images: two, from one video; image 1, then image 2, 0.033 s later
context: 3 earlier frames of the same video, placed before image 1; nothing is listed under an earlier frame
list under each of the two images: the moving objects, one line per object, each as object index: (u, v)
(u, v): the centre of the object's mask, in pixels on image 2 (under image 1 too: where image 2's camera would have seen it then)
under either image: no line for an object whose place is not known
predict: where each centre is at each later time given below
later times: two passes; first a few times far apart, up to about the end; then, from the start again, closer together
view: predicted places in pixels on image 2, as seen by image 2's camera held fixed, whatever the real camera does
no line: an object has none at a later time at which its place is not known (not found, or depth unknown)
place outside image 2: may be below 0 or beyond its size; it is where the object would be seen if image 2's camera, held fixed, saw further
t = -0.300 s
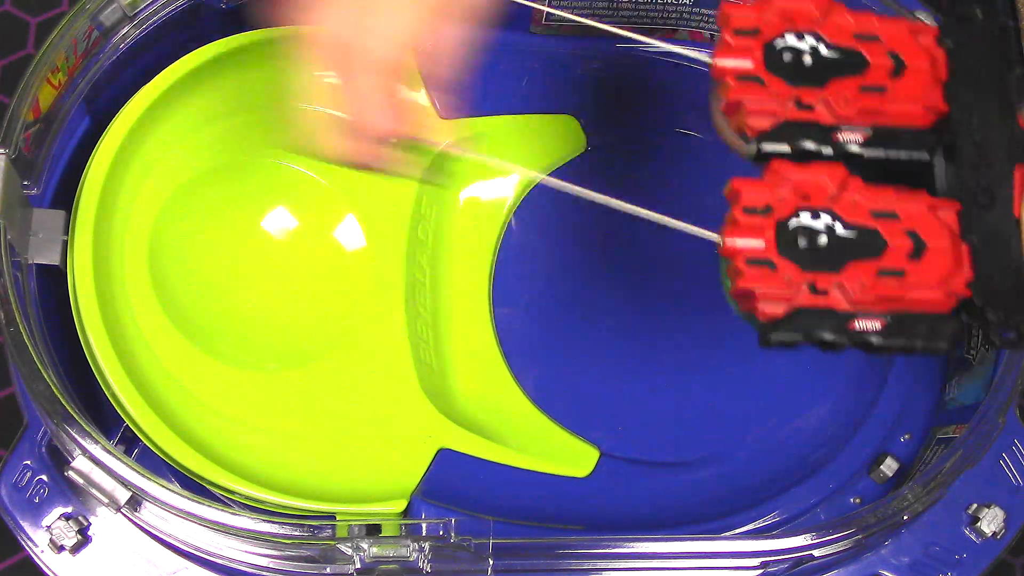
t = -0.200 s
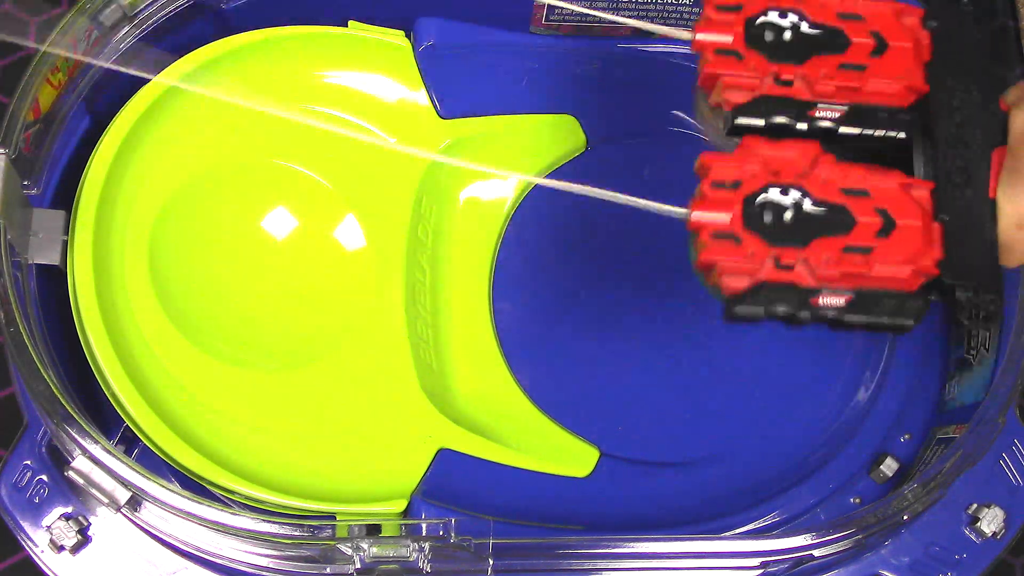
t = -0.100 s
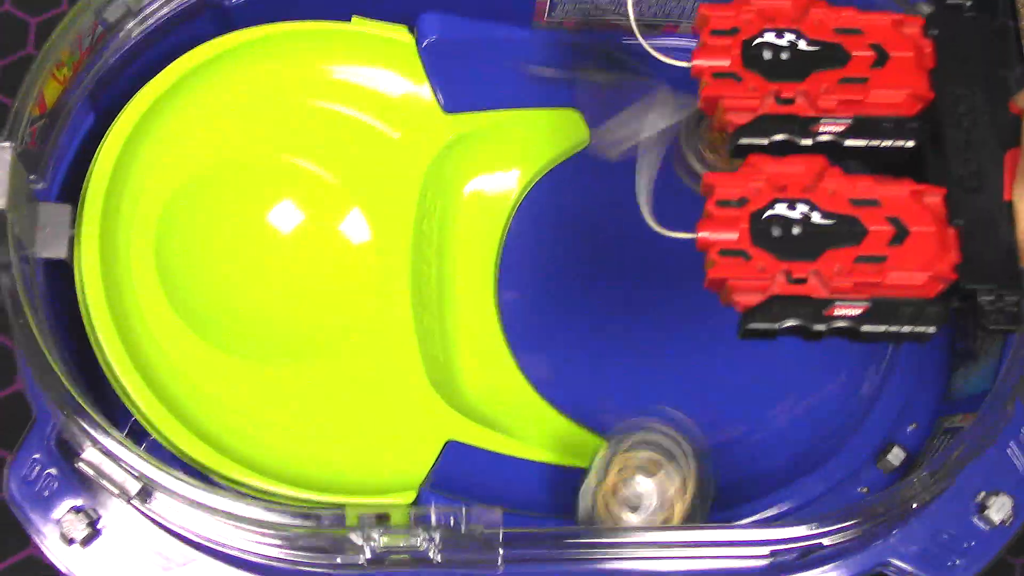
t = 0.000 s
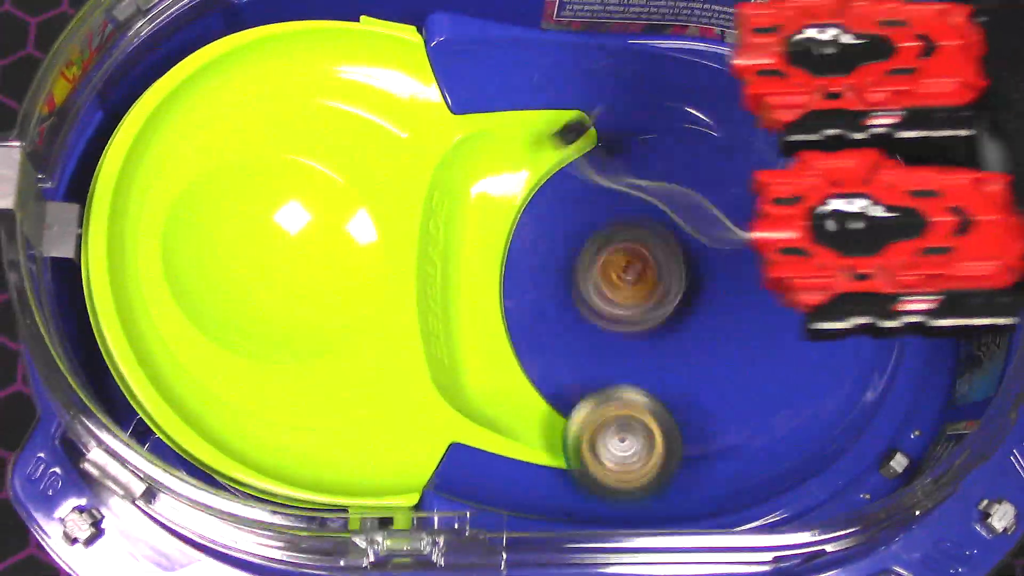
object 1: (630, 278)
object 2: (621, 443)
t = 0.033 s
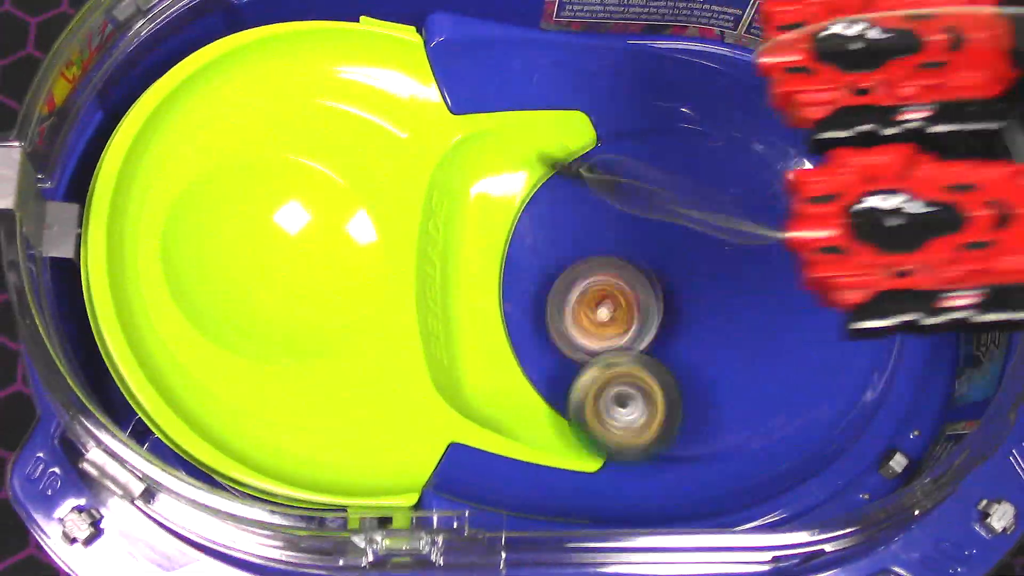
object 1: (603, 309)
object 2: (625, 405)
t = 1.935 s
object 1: (785, 127)
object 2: (655, 410)
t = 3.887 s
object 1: (706, 144)
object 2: (617, 241)
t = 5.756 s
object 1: (586, 320)
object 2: (683, 288)
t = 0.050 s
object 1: (599, 298)
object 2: (627, 418)
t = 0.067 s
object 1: (597, 278)
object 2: (629, 442)
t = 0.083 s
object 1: (593, 253)
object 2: (638, 460)
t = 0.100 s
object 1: (592, 233)
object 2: (645, 473)
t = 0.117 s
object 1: (590, 215)
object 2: (655, 481)
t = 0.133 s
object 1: (592, 197)
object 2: (665, 484)
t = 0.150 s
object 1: (592, 182)
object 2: (675, 486)
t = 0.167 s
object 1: (593, 168)
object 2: (685, 489)
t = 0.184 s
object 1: (594, 156)
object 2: (693, 489)
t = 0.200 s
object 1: (599, 147)
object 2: (703, 487)
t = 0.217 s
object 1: (603, 141)
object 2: (712, 484)
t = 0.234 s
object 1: (607, 138)
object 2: (719, 481)
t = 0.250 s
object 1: (613, 139)
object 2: (726, 473)
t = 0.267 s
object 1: (620, 141)
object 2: (733, 462)
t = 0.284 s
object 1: (627, 146)
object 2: (739, 447)
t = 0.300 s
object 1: (633, 151)
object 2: (745, 428)
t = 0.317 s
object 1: (640, 158)
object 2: (751, 407)
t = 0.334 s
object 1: (645, 166)
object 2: (757, 386)
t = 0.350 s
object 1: (650, 174)
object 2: (762, 367)
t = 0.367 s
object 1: (653, 182)
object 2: (766, 347)
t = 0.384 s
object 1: (658, 192)
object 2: (768, 327)
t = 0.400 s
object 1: (661, 202)
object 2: (769, 309)
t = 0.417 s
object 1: (664, 209)
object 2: (767, 290)
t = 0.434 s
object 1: (665, 217)
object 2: (765, 273)
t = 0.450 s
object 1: (658, 215)
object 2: (773, 264)
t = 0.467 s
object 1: (640, 208)
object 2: (785, 258)
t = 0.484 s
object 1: (626, 203)
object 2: (794, 253)
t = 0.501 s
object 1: (611, 199)
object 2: (800, 248)
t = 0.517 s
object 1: (597, 194)
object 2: (805, 243)
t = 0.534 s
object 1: (585, 192)
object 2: (808, 238)
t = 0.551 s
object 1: (572, 192)
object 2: (808, 232)
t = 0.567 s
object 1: (561, 192)
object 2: (806, 228)
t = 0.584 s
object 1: (549, 196)
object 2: (802, 223)
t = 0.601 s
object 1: (541, 202)
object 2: (795, 218)
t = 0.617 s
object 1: (536, 211)
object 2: (787, 213)
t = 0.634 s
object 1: (531, 223)
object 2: (776, 209)
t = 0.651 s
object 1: (531, 237)
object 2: (763, 206)
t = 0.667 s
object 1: (531, 252)
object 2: (747, 203)
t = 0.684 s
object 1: (533, 264)
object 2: (731, 201)
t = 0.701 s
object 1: (536, 277)
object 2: (712, 199)
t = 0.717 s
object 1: (537, 287)
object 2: (692, 199)
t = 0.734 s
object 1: (542, 298)
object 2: (671, 200)
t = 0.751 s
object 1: (547, 306)
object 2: (650, 202)
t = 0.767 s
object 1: (553, 313)
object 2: (628, 207)
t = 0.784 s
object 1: (561, 320)
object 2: (607, 214)
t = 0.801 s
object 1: (568, 330)
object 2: (587, 219)
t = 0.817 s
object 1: (576, 345)
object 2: (573, 217)
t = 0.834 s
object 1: (585, 360)
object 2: (560, 215)
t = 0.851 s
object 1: (595, 372)
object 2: (547, 215)
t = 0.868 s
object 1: (608, 384)
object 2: (535, 216)
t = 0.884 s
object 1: (621, 394)
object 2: (526, 221)
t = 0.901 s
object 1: (638, 403)
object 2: (521, 228)
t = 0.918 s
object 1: (654, 410)
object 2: (517, 237)
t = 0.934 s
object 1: (670, 415)
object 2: (519, 247)
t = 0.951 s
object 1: (689, 417)
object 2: (521, 260)
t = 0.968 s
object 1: (703, 418)
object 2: (525, 272)
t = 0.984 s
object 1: (718, 416)
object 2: (531, 283)
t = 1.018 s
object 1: (749, 408)
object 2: (541, 303)
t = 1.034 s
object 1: (764, 402)
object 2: (548, 312)
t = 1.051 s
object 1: (780, 391)
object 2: (555, 320)
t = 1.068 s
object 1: (793, 382)
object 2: (563, 327)
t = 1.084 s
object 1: (804, 369)
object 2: (575, 334)
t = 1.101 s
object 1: (816, 352)
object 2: (587, 341)
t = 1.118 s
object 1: (824, 337)
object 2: (602, 348)
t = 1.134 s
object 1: (829, 320)
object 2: (615, 353)
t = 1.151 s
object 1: (832, 301)
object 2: (629, 356)
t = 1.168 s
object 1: (834, 280)
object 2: (643, 358)
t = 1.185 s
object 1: (833, 261)
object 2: (656, 359)
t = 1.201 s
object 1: (827, 241)
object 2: (669, 359)
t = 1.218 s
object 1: (819, 220)
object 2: (682, 356)
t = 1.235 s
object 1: (810, 200)
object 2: (695, 352)
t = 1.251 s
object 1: (796, 182)
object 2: (707, 347)
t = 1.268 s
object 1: (781, 167)
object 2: (719, 339)
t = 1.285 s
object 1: (763, 150)
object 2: (730, 331)
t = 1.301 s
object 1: (744, 139)
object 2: (739, 321)
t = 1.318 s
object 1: (722, 130)
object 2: (747, 310)
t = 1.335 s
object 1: (700, 122)
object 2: (754, 298)
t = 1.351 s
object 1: (676, 119)
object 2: (759, 285)
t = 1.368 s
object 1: (652, 120)
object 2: (762, 271)
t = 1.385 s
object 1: (629, 125)
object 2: (764, 257)
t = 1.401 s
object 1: (608, 134)
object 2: (764, 244)
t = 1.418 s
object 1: (588, 148)
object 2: (763, 229)
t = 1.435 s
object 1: (571, 168)
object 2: (759, 215)
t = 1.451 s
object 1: (554, 190)
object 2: (753, 201)
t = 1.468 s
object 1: (542, 215)
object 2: (746, 188)
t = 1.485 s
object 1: (532, 238)
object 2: (738, 176)
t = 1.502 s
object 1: (523, 265)
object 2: (726, 164)
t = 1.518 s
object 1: (523, 289)
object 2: (714, 154)
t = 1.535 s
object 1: (529, 314)
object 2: (701, 146)
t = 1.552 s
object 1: (543, 342)
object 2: (684, 138)
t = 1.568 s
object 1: (557, 361)
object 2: (668, 133)
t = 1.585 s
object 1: (577, 380)
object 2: (651, 131)
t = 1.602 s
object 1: (604, 400)
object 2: (635, 130)
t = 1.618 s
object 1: (631, 414)
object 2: (618, 135)
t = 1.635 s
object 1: (657, 423)
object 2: (605, 143)
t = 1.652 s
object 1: (684, 429)
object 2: (591, 153)
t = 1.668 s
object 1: (717, 431)
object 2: (578, 168)
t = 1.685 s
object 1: (748, 430)
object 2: (565, 187)
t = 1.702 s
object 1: (774, 425)
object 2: (555, 204)
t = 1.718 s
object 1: (799, 417)
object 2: (544, 223)
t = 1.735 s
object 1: (825, 401)
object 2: (535, 242)
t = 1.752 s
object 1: (849, 385)
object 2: (527, 262)
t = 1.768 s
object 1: (870, 365)
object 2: (522, 280)
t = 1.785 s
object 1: (881, 343)
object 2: (522, 298)
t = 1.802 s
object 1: (890, 318)
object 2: (526, 315)
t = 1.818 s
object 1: (892, 293)
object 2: (534, 332)
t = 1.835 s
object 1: (890, 268)
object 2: (547, 347)
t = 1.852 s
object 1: (885, 243)
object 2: (560, 360)
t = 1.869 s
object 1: (875, 220)
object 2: (576, 373)
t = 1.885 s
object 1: (854, 191)
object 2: (592, 383)
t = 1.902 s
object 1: (835, 167)
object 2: (611, 393)
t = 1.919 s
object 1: (814, 146)
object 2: (632, 402)
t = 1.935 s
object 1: (785, 127)
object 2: (655, 410)
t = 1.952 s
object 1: (759, 115)
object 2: (682, 415)
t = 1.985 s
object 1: (698, 96)
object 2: (733, 417)
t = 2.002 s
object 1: (666, 92)
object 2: (760, 413)
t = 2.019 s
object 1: (636, 91)
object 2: (788, 407)
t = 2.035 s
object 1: (607, 96)
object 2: (813, 397)
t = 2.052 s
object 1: (583, 102)
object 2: (833, 384)
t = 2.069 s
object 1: (556, 110)
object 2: (853, 366)
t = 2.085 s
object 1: (530, 122)
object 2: (864, 344)
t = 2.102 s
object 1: (507, 137)
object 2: (874, 323)
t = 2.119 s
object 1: (484, 158)
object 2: (880, 300)
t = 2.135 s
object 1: (466, 187)
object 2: (883, 277)
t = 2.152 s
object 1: (461, 217)
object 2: (881, 254)
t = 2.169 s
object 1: (459, 250)
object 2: (878, 232)
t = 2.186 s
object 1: (462, 282)
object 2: (869, 210)
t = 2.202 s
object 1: (472, 316)
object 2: (854, 187)
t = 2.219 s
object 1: (487, 348)
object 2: (835, 167)
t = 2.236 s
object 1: (506, 375)
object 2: (815, 152)
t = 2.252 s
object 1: (531, 393)
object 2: (794, 137)
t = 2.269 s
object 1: (555, 410)
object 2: (769, 127)
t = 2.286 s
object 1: (579, 428)
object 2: (739, 122)
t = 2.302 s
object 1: (606, 443)
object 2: (711, 119)
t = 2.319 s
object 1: (634, 455)
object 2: (680, 120)
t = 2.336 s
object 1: (665, 464)
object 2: (648, 122)
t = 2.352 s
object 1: (696, 463)
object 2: (620, 127)
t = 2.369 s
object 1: (728, 458)
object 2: (593, 136)
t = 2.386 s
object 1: (754, 448)
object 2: (561, 151)
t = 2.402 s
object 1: (781, 433)
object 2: (533, 163)
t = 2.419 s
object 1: (802, 411)
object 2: (505, 180)
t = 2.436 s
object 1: (823, 387)
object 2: (480, 201)
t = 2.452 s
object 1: (838, 360)
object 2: (471, 225)
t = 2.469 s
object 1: (840, 325)
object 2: (466, 250)
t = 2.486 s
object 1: (837, 286)
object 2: (461, 278)
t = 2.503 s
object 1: (829, 254)
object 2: (460, 308)
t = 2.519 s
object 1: (822, 222)
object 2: (474, 340)
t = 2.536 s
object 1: (803, 185)
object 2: (493, 369)
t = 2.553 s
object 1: (779, 154)
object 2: (520, 383)
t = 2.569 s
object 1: (758, 130)
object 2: (552, 388)
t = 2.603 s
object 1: (694, 88)
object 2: (612, 396)
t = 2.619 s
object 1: (665, 71)
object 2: (641, 404)
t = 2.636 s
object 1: (626, 55)
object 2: (670, 412)
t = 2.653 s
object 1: (596, 44)
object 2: (696, 418)
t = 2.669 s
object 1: (568, 36)
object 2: (723, 416)
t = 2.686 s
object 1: (537, 37)
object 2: (753, 411)
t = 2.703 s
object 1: (508, 39)
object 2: (778, 409)
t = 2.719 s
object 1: (481, 42)
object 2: (804, 403)
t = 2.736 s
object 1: (459, 48)
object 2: (826, 395)
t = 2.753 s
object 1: (429, 58)
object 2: (847, 385)
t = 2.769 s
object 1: (403, 72)
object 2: (865, 370)
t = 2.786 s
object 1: (373, 88)
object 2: (878, 354)
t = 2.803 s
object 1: (352, 102)
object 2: (889, 338)
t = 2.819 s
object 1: (330, 120)
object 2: (894, 318)
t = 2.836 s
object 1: (315, 132)
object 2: (893, 300)
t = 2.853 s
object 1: (297, 152)
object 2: (889, 282)
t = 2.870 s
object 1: (282, 170)
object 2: (880, 262)
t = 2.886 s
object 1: (264, 195)
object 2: (868, 246)
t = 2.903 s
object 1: (257, 223)
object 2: (854, 227)
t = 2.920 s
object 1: (252, 252)
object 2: (836, 212)
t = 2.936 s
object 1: (259, 278)
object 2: (817, 196)
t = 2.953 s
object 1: (267, 302)
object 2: (798, 183)
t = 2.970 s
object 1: (286, 318)
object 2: (775, 174)
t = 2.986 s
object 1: (302, 337)
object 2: (755, 166)
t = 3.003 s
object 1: (316, 348)
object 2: (735, 163)
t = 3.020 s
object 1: (338, 358)
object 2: (713, 161)
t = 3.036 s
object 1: (361, 376)
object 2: (693, 160)
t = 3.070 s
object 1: (400, 395)
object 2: (647, 167)
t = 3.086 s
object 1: (422, 404)
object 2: (627, 173)
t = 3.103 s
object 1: (447, 408)
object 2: (607, 182)
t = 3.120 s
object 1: (472, 416)
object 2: (591, 192)
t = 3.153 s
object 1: (512, 423)
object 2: (557, 221)
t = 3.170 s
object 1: (542, 432)
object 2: (545, 236)
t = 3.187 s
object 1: (568, 434)
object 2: (530, 254)
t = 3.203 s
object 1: (598, 437)
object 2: (518, 273)
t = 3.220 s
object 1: (626, 442)
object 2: (512, 290)
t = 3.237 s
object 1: (652, 444)
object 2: (512, 309)
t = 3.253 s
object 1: (678, 441)
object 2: (517, 327)
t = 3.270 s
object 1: (703, 440)
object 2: (522, 344)
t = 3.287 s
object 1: (722, 433)
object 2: (529, 362)
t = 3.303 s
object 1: (745, 423)
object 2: (537, 378)
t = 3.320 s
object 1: (765, 415)
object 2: (546, 393)
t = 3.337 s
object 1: (782, 404)
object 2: (557, 406)
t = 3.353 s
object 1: (796, 389)
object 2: (571, 419)
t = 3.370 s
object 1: (806, 377)
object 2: (585, 431)
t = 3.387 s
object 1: (816, 363)
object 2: (603, 441)
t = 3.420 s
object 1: (831, 335)
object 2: (635, 457)
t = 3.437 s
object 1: (835, 320)
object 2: (653, 463)
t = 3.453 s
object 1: (840, 307)
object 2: (669, 467)
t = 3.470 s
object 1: (842, 296)
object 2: (690, 467)
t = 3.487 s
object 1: (842, 282)
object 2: (711, 466)
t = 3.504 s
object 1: (843, 272)
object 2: (731, 460)
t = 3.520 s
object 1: (841, 261)
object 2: (749, 451)
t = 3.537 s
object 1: (839, 250)
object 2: (768, 441)
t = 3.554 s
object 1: (836, 241)
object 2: (785, 427)
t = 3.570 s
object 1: (831, 232)
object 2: (797, 411)
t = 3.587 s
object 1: (828, 223)
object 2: (808, 392)
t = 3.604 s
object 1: (822, 216)
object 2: (812, 373)
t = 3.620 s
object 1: (815, 208)
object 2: (816, 353)
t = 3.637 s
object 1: (809, 202)
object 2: (814, 333)
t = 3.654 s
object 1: (802, 198)
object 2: (811, 314)
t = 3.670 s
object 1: (796, 192)
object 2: (804, 296)
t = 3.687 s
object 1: (789, 182)
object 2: (797, 287)
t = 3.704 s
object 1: (781, 172)
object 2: (786, 279)
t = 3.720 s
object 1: (774, 161)
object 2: (774, 272)
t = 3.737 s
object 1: (768, 154)
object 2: (762, 265)
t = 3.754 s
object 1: (762, 149)
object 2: (750, 258)
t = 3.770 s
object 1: (755, 147)
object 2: (735, 253)
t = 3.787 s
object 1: (747, 144)
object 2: (719, 248)
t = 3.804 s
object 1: (739, 142)
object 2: (704, 243)
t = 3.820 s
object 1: (733, 142)
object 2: (687, 240)
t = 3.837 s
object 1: (725, 143)
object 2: (670, 237)
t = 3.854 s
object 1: (718, 143)
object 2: (652, 238)
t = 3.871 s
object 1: (712, 142)
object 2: (635, 239)
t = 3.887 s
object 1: (706, 144)
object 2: (617, 241)
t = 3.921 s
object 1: (693, 146)
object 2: (582, 248)
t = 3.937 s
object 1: (687, 149)
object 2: (564, 253)
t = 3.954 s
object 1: (680, 153)
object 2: (551, 259)
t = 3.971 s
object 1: (672, 155)
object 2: (538, 264)
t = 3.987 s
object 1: (666, 160)
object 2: (524, 268)
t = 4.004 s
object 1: (659, 165)
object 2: (515, 272)
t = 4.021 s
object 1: (651, 169)
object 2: (514, 276)
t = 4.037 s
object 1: (645, 174)
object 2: (514, 282)
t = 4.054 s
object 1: (639, 180)
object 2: (516, 288)
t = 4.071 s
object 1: (631, 185)
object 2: (519, 294)
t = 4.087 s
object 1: (625, 191)
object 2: (524, 301)
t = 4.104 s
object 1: (619, 198)
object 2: (533, 307)
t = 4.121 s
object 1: (613, 204)
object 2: (540, 309)
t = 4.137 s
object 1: (608, 211)
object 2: (547, 313)
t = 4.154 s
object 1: (602, 218)
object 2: (553, 315)
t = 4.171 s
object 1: (599, 220)
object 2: (554, 320)
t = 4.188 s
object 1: (601, 219)
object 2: (556, 330)
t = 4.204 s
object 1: (604, 219)
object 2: (557, 339)
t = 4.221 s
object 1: (606, 221)
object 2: (559, 348)
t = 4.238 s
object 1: (609, 223)
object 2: (561, 354)
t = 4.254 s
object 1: (612, 226)
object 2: (565, 362)
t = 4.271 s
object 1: (614, 233)
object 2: (570, 368)
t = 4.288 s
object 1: (612, 239)
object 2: (574, 374)
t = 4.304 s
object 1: (610, 243)
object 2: (580, 379)
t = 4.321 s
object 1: (610, 246)
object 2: (586, 383)
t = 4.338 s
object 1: (609, 249)
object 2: (592, 385)
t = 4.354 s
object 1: (608, 252)
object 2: (598, 389)
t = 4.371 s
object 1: (608, 254)
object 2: (608, 390)
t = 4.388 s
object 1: (609, 259)
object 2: (614, 391)
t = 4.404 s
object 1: (610, 263)
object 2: (620, 391)
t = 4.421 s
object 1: (610, 267)
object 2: (626, 388)
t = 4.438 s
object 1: (611, 271)
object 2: (632, 385)
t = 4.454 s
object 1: (612, 274)
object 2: (638, 383)
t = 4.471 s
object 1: (613, 269)
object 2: (644, 384)
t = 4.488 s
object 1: (616, 265)
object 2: (649, 383)
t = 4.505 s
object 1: (620, 264)
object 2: (656, 381)
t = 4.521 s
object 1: (624, 263)
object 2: (662, 377)
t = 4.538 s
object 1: (628, 266)
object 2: (668, 373)
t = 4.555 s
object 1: (627, 267)
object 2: (673, 367)
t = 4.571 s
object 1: (626, 266)
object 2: (678, 361)
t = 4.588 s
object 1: (628, 265)
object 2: (682, 355)
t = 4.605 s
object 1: (628, 264)
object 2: (687, 349)
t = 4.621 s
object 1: (630, 262)
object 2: (692, 348)
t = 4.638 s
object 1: (634, 256)
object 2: (699, 350)
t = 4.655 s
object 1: (635, 250)
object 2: (703, 350)
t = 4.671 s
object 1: (636, 246)
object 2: (710, 351)
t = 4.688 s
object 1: (636, 241)
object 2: (714, 349)
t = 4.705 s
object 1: (637, 235)
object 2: (720, 347)
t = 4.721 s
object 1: (641, 229)
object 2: (723, 344)
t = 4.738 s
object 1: (644, 225)
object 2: (728, 341)
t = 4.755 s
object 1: (647, 223)
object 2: (731, 338)
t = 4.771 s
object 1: (649, 223)
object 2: (735, 333)
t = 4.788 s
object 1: (651, 222)
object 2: (737, 329)
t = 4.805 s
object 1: (652, 222)
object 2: (740, 323)
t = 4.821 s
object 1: (653, 223)
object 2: (741, 318)
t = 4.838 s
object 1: (655, 223)
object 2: (742, 312)
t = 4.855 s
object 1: (656, 224)
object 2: (742, 307)
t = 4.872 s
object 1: (659, 225)
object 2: (742, 300)
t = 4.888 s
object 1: (658, 233)
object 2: (741, 295)
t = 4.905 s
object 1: (658, 234)
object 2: (740, 289)
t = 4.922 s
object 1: (662, 234)
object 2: (740, 286)
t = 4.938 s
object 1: (657, 230)
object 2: (741, 286)
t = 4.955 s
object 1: (652, 227)
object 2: (744, 288)
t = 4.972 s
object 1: (644, 227)
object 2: (746, 287)
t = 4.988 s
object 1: (636, 227)
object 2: (747, 289)
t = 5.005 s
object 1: (630, 226)
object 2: (748, 287)
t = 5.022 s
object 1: (622, 226)
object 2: (749, 288)
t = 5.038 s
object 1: (617, 227)
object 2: (748, 285)
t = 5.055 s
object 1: (614, 230)
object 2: (749, 284)
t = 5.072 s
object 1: (609, 233)
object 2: (747, 281)
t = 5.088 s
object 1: (605, 238)
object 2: (748, 280)
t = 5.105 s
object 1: (599, 243)
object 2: (745, 278)
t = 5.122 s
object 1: (596, 249)
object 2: (744, 277)
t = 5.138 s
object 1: (597, 253)
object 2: (742, 276)
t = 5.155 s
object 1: (595, 257)
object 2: (740, 274)
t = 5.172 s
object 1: (592, 263)
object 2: (737, 274)
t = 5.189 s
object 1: (590, 268)
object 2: (734, 271)
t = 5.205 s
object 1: (587, 273)
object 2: (730, 272)
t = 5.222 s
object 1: (583, 279)
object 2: (727, 270)
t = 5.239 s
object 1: (581, 283)
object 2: (723, 271)
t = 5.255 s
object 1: (578, 289)
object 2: (718, 270)
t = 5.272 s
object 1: (576, 293)
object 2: (715, 271)
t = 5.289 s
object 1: (575, 297)
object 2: (709, 271)
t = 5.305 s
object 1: (575, 301)
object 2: (705, 272)
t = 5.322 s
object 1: (576, 305)
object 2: (700, 272)
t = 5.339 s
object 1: (577, 309)
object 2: (695, 273)
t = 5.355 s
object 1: (578, 312)
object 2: (689, 275)
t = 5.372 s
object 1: (579, 316)
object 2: (685, 275)
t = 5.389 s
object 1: (581, 319)
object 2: (680, 278)
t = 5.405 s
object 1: (582, 321)
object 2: (676, 278)
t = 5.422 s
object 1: (584, 323)
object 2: (673, 281)
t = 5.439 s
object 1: (584, 325)
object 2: (671, 282)
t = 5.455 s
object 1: (584, 328)
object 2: (670, 284)
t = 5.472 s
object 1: (582, 330)
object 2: (670, 284)
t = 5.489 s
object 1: (581, 332)
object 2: (671, 285)
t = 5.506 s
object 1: (582, 332)
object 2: (671, 285)
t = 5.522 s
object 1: (583, 333)
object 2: (672, 286)
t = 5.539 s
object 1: (584, 333)
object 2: (672, 286)
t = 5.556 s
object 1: (584, 333)
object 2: (673, 286)
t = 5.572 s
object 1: (585, 332)
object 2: (674, 287)
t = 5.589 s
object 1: (586, 332)
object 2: (674, 287)
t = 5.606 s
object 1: (587, 331)
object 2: (675, 288)
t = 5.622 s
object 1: (587, 330)
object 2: (675, 287)
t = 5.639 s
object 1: (588, 329)
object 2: (677, 288)
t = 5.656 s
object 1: (588, 328)
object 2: (677, 288)
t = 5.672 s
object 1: (589, 327)
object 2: (678, 288)
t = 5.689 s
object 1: (589, 326)
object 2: (678, 288)
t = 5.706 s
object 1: (589, 325)
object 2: (679, 288)
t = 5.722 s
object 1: (589, 323)
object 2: (680, 288)
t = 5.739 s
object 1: (587, 322)
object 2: (681, 288)
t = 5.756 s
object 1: (586, 320)
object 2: (683, 288)
